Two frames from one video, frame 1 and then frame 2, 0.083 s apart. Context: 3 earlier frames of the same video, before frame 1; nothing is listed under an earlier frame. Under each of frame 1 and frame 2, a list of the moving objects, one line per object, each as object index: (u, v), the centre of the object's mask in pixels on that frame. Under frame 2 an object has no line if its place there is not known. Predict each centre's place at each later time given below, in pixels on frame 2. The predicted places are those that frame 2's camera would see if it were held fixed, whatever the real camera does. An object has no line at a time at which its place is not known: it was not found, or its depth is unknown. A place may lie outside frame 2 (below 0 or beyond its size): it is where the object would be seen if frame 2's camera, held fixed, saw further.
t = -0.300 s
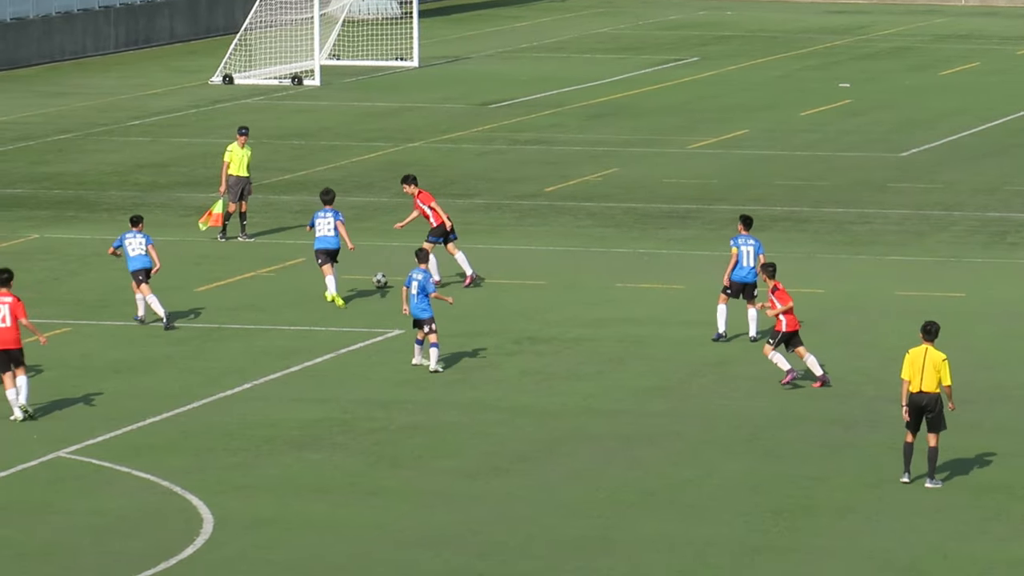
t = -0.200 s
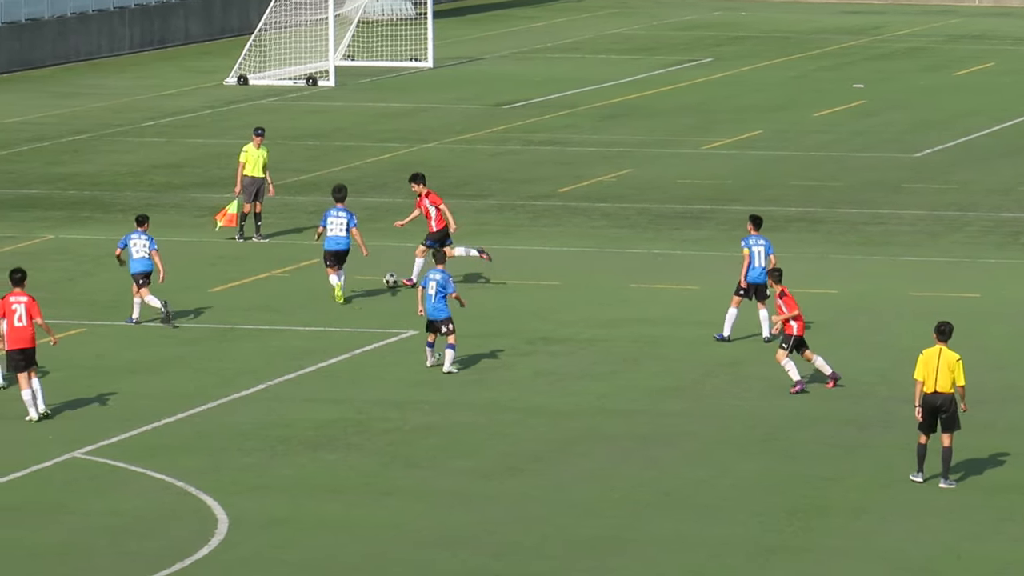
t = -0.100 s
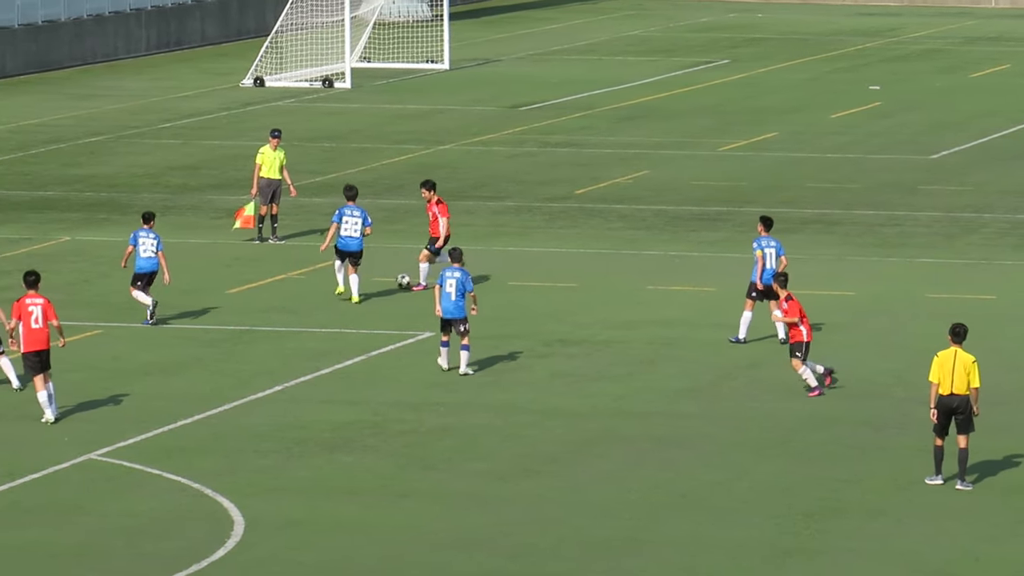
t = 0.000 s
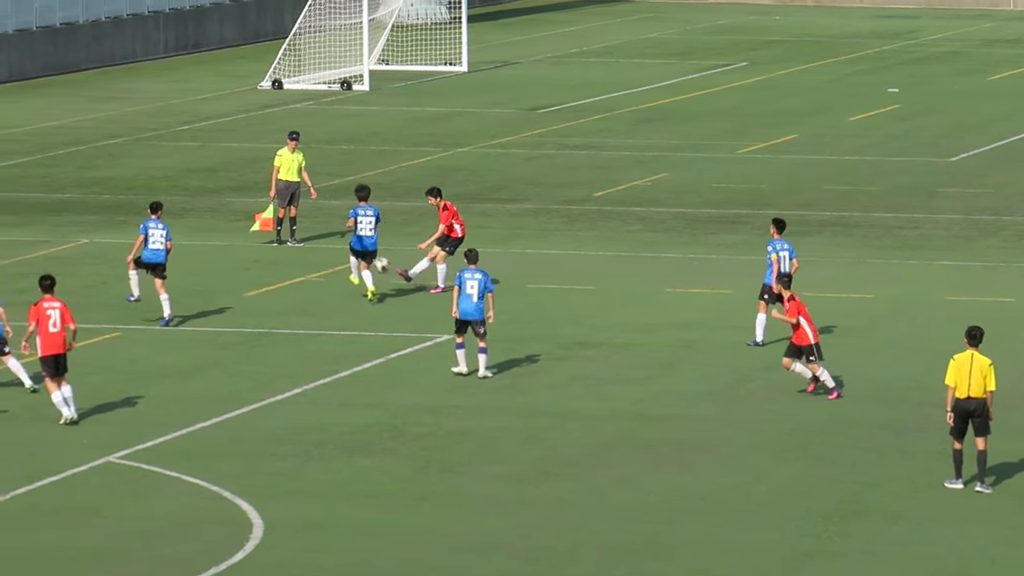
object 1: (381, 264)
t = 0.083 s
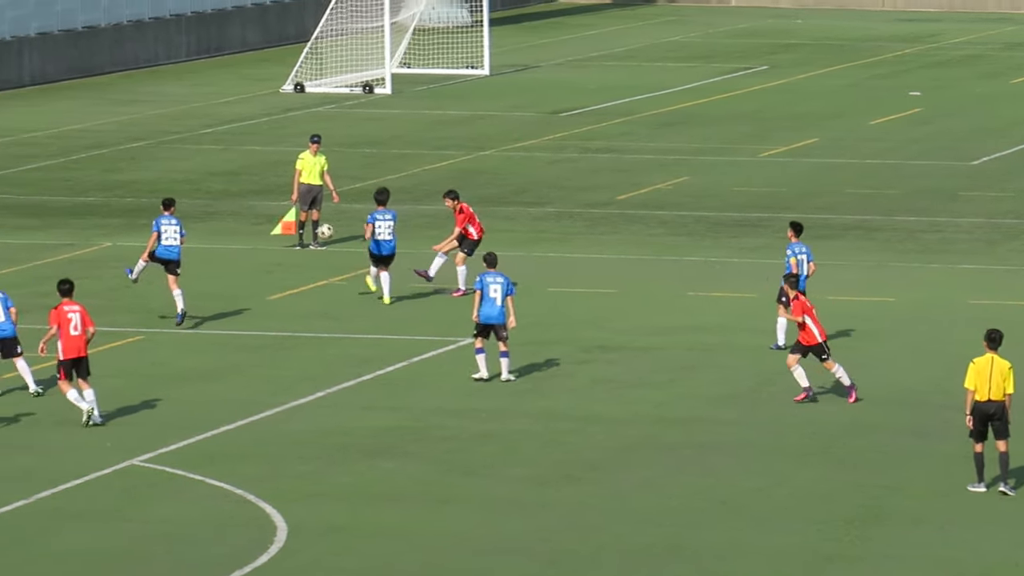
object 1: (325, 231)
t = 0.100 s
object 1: (310, 224)
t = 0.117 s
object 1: (295, 217)
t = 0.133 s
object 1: (279, 210)
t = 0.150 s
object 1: (265, 204)
